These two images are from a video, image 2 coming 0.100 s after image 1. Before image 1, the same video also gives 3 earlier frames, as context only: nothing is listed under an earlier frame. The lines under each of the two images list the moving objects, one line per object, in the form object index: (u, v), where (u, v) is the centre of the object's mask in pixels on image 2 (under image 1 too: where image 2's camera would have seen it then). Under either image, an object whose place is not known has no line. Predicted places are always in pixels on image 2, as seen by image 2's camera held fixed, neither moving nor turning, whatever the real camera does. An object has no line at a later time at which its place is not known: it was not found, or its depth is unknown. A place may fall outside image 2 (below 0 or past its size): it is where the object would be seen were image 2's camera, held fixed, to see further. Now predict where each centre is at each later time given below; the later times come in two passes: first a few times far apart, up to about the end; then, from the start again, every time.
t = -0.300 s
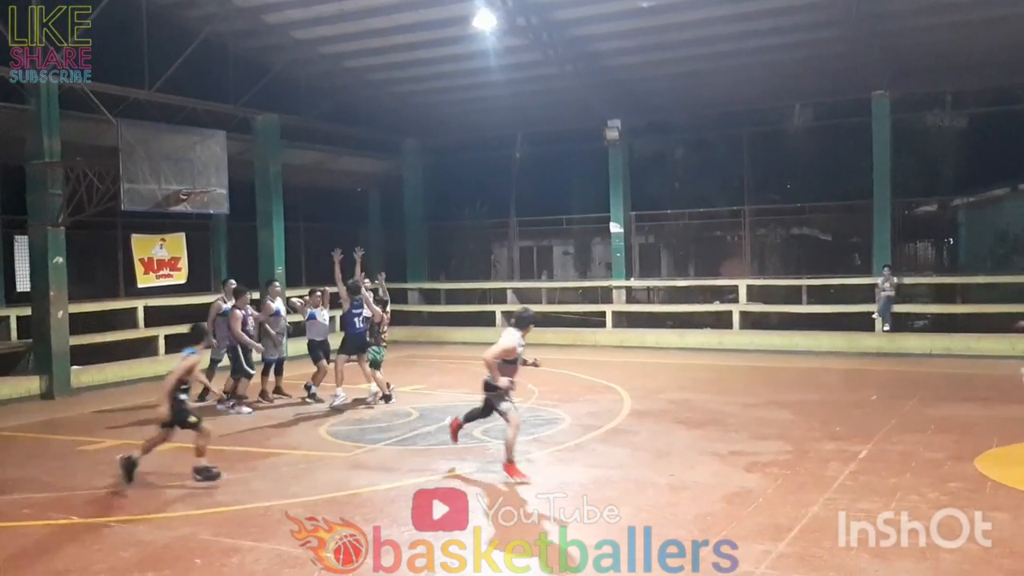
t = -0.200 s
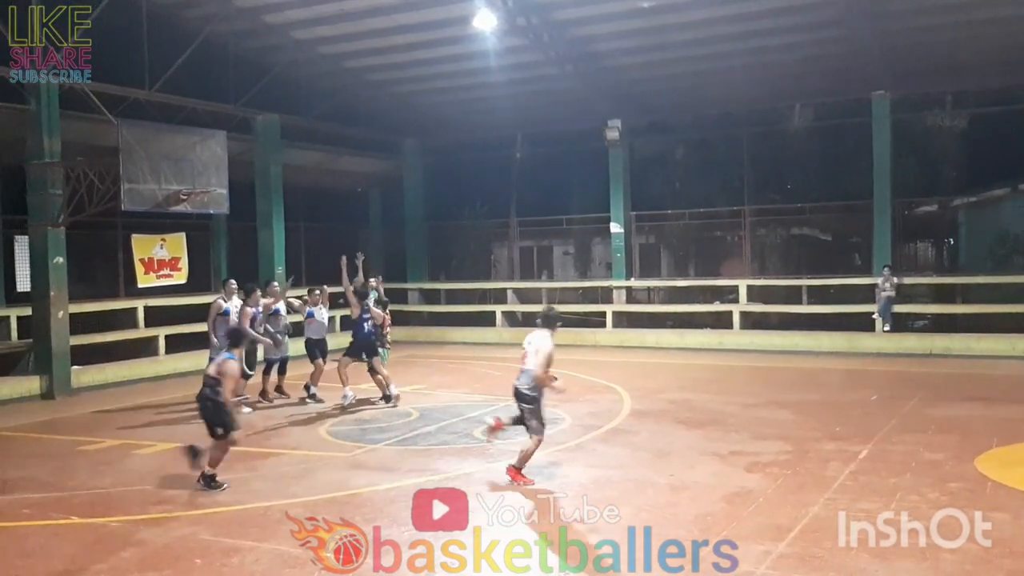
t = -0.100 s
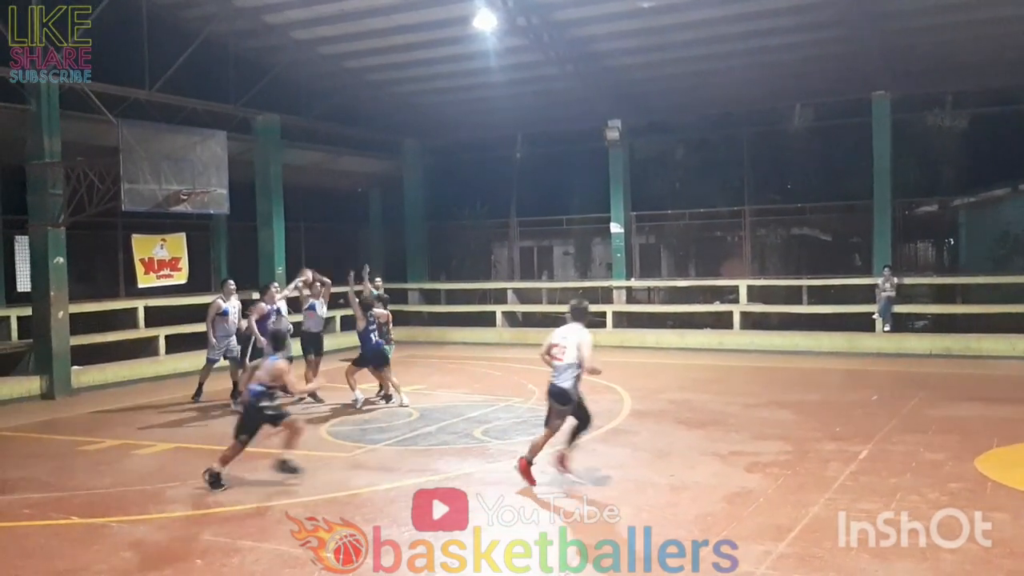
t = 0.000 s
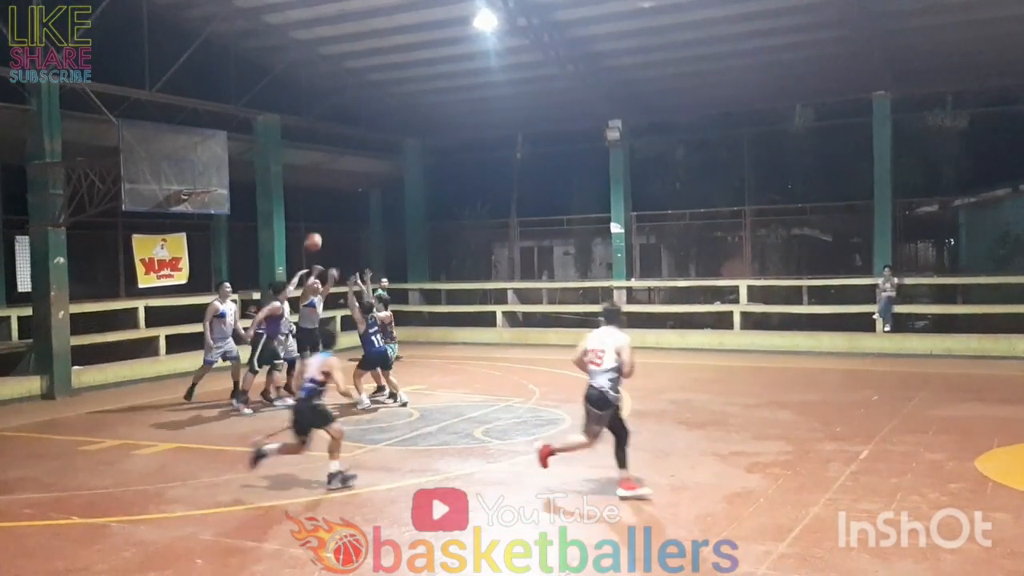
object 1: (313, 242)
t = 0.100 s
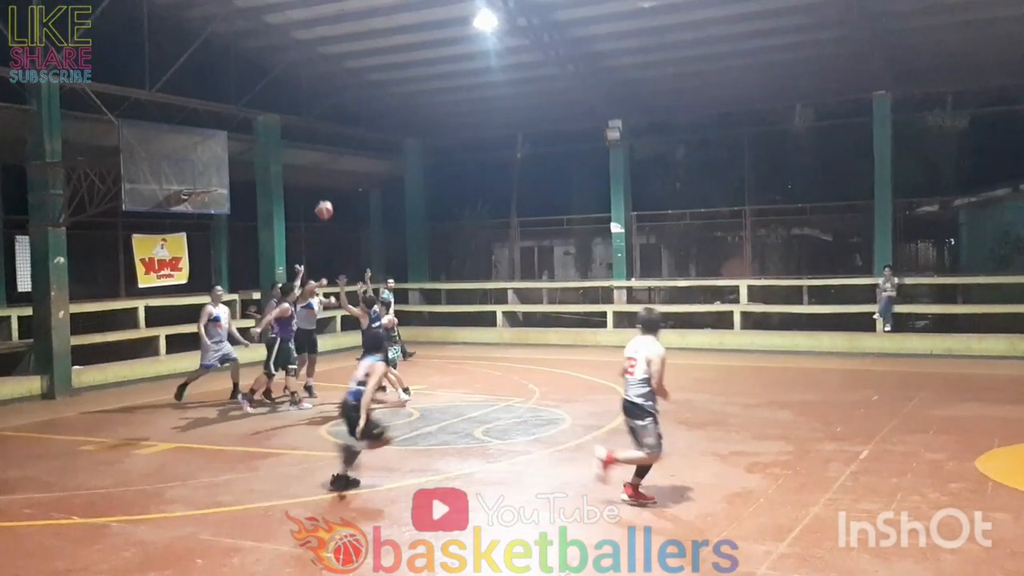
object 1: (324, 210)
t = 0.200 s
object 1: (336, 183)
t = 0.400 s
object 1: (361, 148)
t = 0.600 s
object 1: (390, 140)
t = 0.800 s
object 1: (424, 166)
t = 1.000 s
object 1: (463, 229)
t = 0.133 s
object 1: (328, 200)
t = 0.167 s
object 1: (332, 192)
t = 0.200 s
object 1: (336, 183)
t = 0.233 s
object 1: (340, 175)
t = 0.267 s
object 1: (343, 168)
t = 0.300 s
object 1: (348, 163)
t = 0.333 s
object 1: (352, 158)
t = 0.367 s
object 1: (357, 152)
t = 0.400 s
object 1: (361, 148)
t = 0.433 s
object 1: (366, 145)
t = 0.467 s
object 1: (370, 143)
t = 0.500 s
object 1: (375, 140)
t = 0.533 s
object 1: (381, 140)
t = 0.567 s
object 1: (385, 139)
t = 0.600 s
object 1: (390, 140)
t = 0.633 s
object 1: (396, 143)
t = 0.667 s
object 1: (401, 145)
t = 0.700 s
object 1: (407, 149)
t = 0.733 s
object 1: (413, 153)
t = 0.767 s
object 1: (418, 159)
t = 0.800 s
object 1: (424, 166)
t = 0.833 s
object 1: (430, 173)
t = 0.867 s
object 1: (437, 182)
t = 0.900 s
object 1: (443, 192)
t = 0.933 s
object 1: (449, 204)
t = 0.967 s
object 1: (456, 216)
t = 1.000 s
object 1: (463, 229)
